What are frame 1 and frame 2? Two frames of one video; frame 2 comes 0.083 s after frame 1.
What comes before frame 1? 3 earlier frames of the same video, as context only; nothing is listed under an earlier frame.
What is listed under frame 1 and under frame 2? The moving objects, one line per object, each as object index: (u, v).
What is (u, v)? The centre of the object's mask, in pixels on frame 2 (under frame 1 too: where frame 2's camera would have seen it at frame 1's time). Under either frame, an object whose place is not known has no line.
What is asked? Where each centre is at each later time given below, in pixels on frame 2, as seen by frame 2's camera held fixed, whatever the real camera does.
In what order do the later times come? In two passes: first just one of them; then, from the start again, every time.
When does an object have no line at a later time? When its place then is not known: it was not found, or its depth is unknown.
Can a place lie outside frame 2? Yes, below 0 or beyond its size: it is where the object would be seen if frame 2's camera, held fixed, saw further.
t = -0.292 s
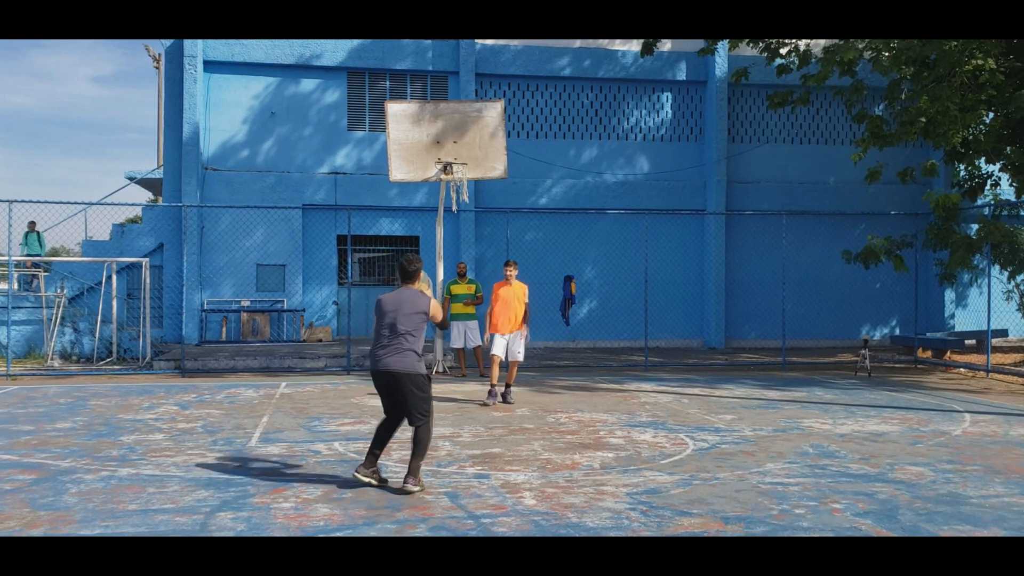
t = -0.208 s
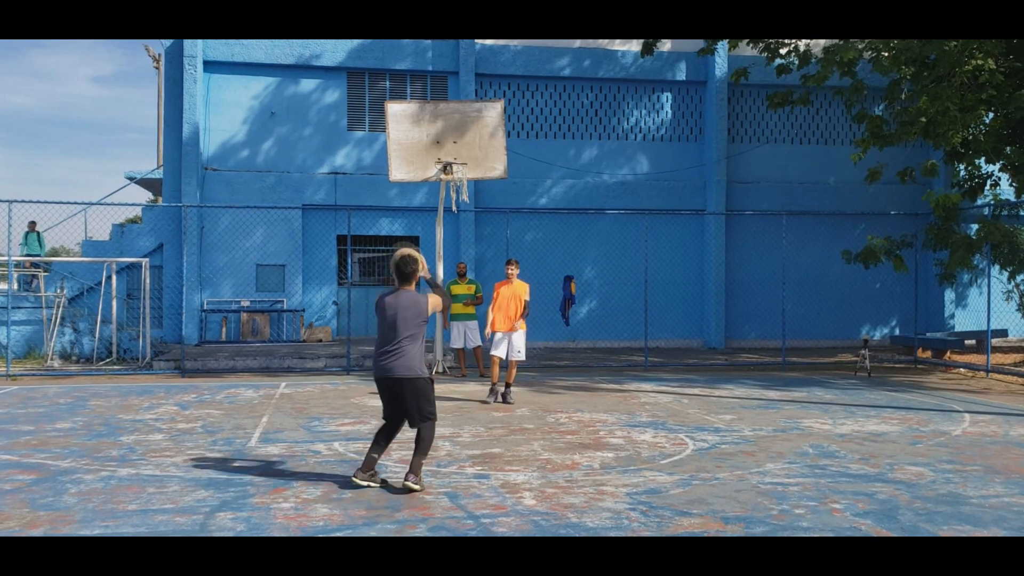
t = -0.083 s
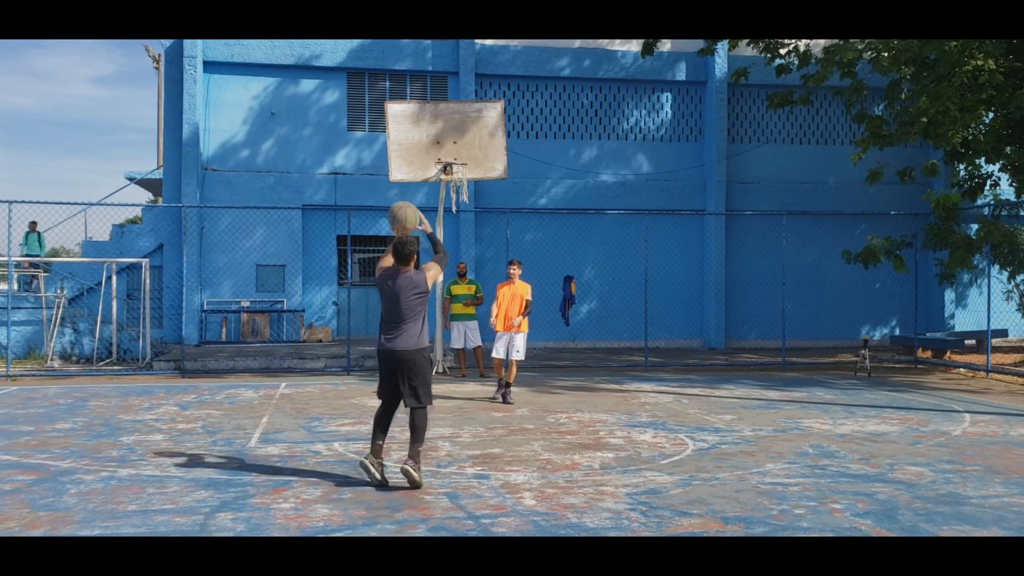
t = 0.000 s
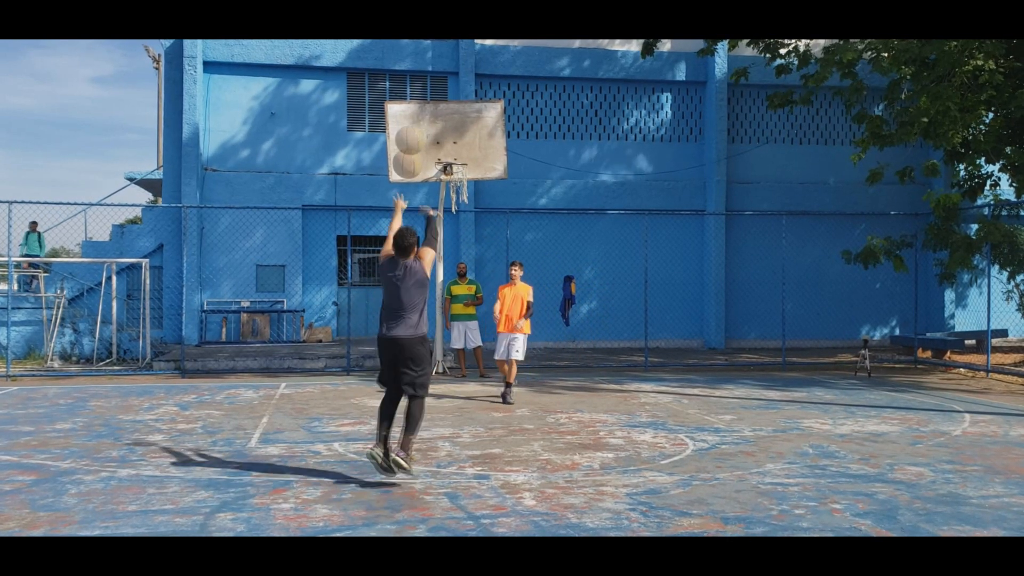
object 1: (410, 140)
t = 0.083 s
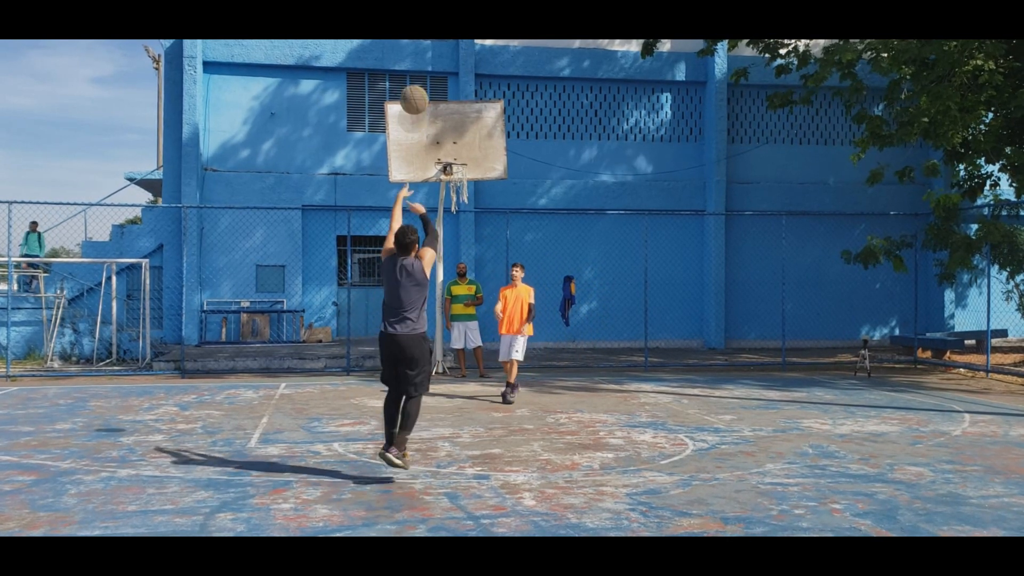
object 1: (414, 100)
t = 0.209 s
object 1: (421, 49)
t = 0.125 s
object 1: (416, 82)
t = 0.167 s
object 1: (418, 67)
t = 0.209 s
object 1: (421, 49)
